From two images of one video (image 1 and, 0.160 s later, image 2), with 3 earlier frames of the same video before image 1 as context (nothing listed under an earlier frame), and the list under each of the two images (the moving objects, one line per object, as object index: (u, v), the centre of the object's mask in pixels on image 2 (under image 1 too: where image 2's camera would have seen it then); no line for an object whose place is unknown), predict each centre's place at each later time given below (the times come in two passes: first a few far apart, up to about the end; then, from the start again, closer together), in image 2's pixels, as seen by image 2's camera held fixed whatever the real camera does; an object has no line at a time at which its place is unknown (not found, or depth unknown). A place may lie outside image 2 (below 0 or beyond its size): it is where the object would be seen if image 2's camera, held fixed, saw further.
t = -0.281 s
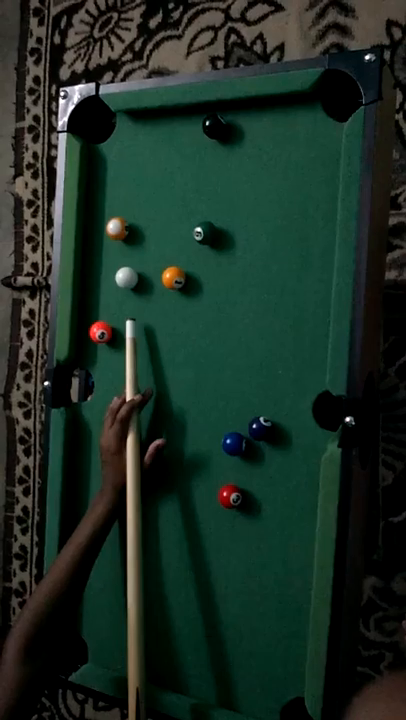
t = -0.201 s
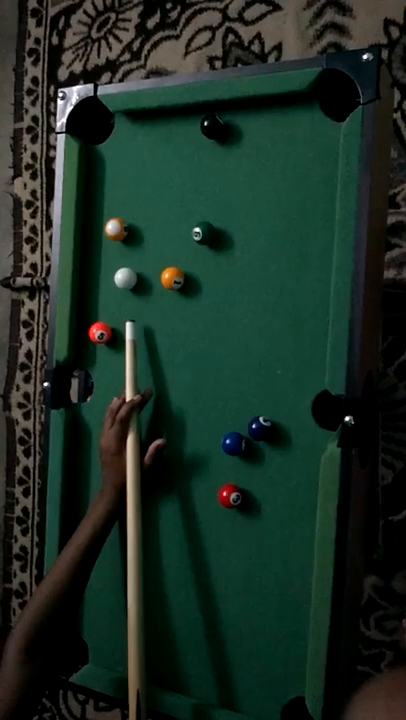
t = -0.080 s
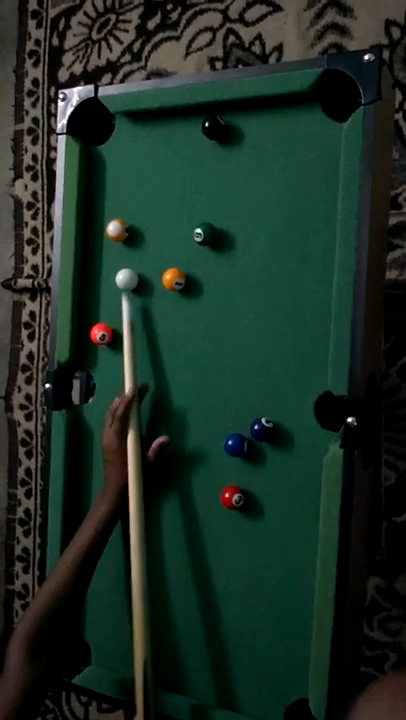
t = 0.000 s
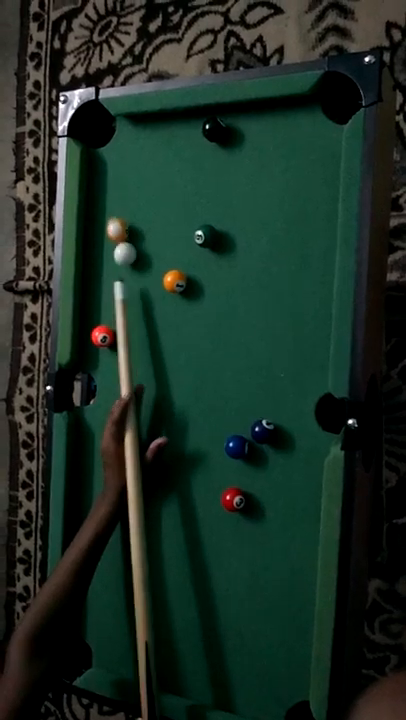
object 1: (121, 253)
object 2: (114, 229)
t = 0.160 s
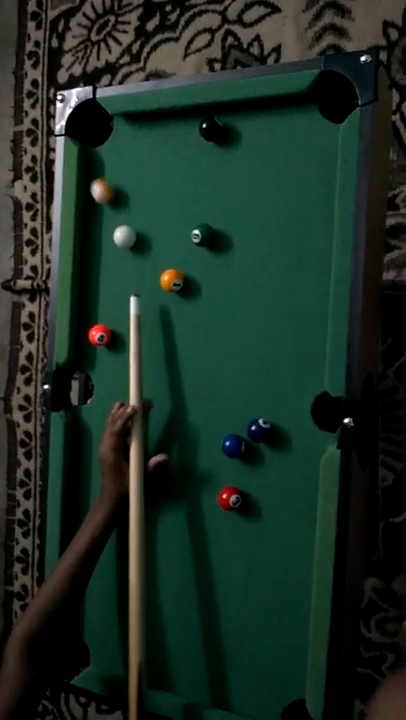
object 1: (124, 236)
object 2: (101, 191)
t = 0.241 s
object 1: (124, 232)
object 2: (96, 177)
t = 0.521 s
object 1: (123, 228)
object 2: (96, 147)
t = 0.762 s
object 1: (122, 228)
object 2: (96, 146)
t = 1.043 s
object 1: (122, 228)
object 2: (91, 157)
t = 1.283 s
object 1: (122, 228)
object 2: (92, 165)
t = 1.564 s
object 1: (122, 228)
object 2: (91, 169)
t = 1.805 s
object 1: (122, 228)
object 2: (91, 170)
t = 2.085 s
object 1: (122, 228)
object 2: (91, 170)
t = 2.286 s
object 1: (122, 228)
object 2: (91, 170)
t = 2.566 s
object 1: (122, 228)
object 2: (91, 170)
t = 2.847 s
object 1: (121, 228)
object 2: (90, 169)
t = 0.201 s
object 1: (124, 234)
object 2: (99, 184)
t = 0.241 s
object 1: (124, 232)
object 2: (96, 177)
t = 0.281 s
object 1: (124, 230)
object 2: (92, 170)
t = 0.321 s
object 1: (124, 229)
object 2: (91, 165)
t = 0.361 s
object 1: (124, 228)
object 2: (93, 160)
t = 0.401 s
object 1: (123, 228)
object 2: (94, 156)
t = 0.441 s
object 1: (123, 227)
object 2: (95, 152)
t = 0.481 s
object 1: (123, 228)
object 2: (96, 149)
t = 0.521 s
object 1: (123, 228)
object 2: (96, 147)
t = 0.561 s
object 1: (123, 228)
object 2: (97, 145)
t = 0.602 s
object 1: (122, 228)
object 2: (97, 144)
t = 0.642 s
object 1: (122, 228)
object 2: (97, 144)
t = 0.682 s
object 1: (122, 228)
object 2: (96, 144)
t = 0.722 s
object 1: (122, 228)
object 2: (96, 145)
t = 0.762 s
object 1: (122, 228)
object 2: (96, 146)
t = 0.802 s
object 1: (122, 228)
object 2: (96, 147)
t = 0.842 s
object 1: (122, 228)
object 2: (95, 149)
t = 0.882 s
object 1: (122, 228)
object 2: (95, 150)
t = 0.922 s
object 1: (122, 228)
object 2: (94, 152)
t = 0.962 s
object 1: (122, 228)
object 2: (93, 153)
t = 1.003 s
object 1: (122, 228)
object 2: (92, 155)
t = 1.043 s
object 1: (122, 228)
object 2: (91, 157)
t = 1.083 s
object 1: (122, 228)
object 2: (91, 159)
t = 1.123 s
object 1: (122, 228)
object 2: (92, 160)
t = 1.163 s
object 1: (122, 228)
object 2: (92, 161)
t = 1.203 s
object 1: (122, 228)
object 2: (92, 162)
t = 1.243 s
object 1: (122, 228)
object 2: (92, 164)
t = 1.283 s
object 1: (122, 228)
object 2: (92, 165)
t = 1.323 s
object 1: (122, 228)
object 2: (92, 165)
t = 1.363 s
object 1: (122, 228)
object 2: (91, 166)
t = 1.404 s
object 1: (122, 228)
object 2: (91, 167)
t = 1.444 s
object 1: (122, 228)
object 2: (91, 167)
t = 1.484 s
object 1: (122, 228)
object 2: (91, 168)
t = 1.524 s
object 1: (122, 228)
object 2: (91, 168)
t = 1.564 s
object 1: (122, 228)
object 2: (91, 169)
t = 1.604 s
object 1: (122, 228)
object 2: (91, 169)
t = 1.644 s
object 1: (122, 228)
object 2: (91, 169)
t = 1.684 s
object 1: (122, 228)
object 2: (91, 170)
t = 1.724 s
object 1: (122, 228)
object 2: (91, 170)
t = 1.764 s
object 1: (122, 228)
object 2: (91, 169)
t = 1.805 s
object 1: (122, 228)
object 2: (91, 170)
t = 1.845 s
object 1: (122, 228)
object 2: (91, 170)
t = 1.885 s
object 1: (122, 228)
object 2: (91, 170)
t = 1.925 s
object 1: (122, 228)
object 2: (91, 170)
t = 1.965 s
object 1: (122, 228)
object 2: (91, 169)
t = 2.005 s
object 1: (122, 228)
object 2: (91, 169)
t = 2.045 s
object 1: (122, 228)
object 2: (91, 169)
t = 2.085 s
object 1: (122, 228)
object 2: (91, 170)
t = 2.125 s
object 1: (122, 228)
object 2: (91, 170)
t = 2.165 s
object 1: (122, 228)
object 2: (91, 170)
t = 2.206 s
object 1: (122, 228)
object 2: (91, 169)
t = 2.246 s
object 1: (122, 228)
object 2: (91, 169)
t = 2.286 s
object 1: (122, 228)
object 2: (91, 170)
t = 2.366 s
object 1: (122, 228)
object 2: (91, 169)
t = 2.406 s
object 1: (122, 228)
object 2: (91, 170)
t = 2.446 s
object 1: (122, 228)
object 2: (91, 170)
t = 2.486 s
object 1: (122, 228)
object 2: (91, 170)
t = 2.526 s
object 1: (122, 228)
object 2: (91, 170)
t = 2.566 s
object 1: (122, 228)
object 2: (91, 170)
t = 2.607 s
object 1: (122, 228)
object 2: (91, 170)
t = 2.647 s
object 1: (122, 228)
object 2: (91, 170)
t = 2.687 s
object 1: (122, 228)
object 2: (91, 170)
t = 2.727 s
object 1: (122, 229)
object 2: (90, 170)
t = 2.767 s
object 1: (122, 228)
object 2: (90, 170)
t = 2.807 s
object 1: (122, 228)
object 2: (90, 170)
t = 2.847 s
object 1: (121, 228)
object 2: (90, 169)
